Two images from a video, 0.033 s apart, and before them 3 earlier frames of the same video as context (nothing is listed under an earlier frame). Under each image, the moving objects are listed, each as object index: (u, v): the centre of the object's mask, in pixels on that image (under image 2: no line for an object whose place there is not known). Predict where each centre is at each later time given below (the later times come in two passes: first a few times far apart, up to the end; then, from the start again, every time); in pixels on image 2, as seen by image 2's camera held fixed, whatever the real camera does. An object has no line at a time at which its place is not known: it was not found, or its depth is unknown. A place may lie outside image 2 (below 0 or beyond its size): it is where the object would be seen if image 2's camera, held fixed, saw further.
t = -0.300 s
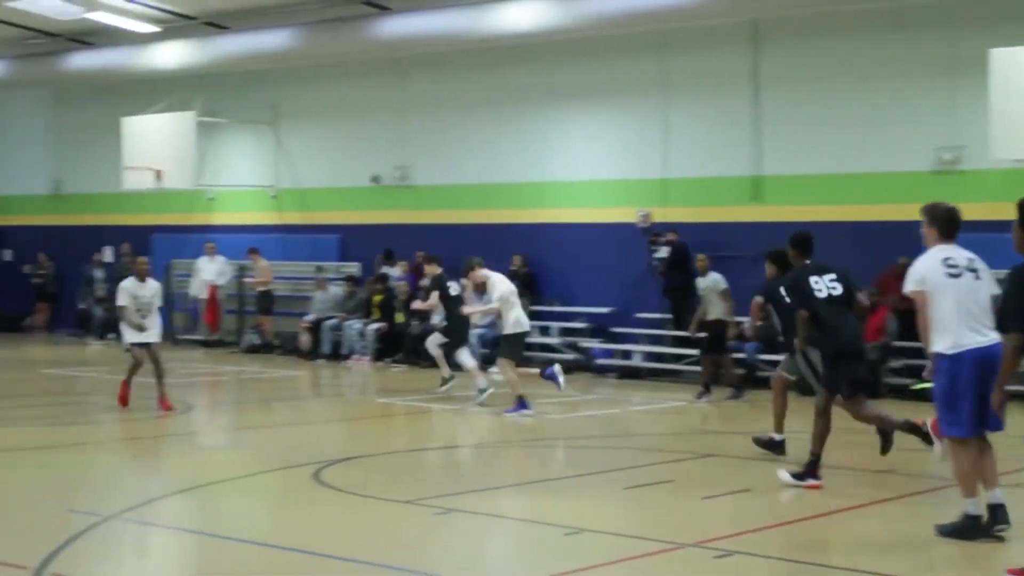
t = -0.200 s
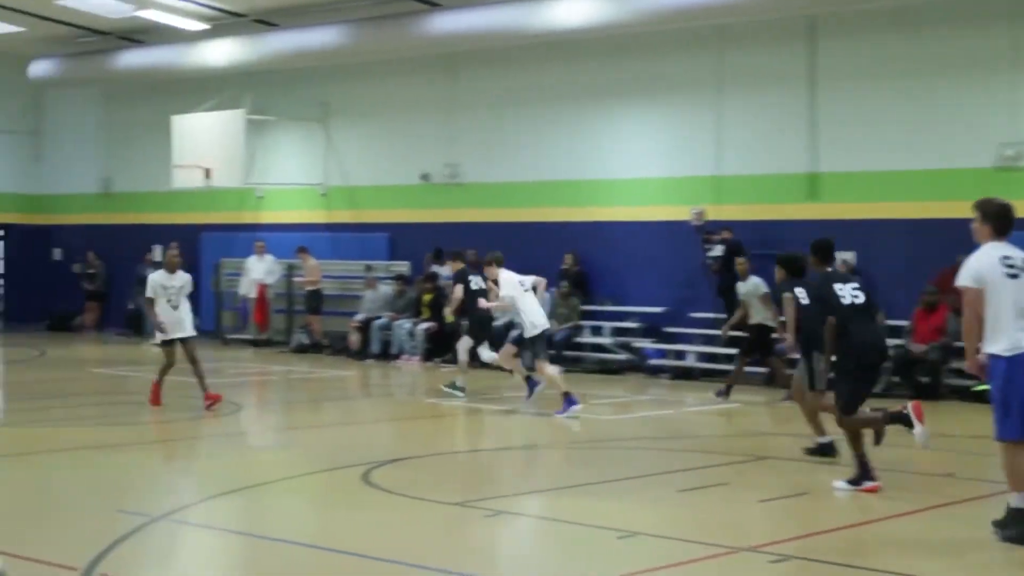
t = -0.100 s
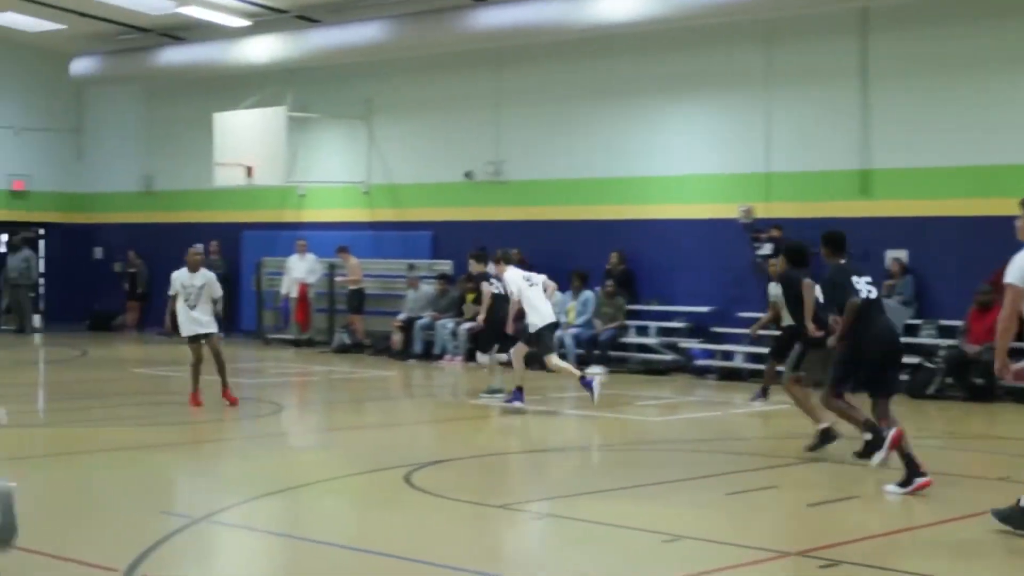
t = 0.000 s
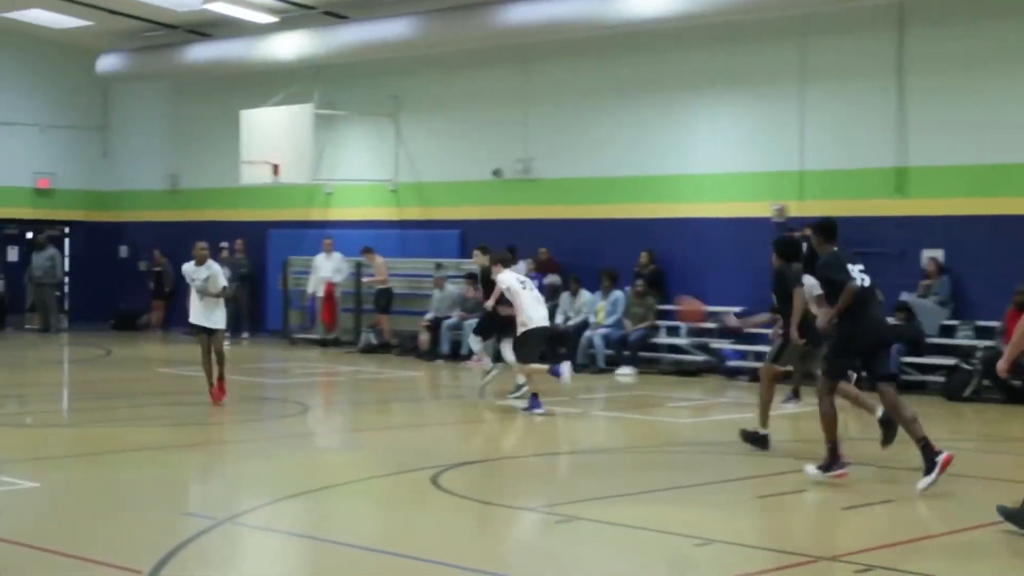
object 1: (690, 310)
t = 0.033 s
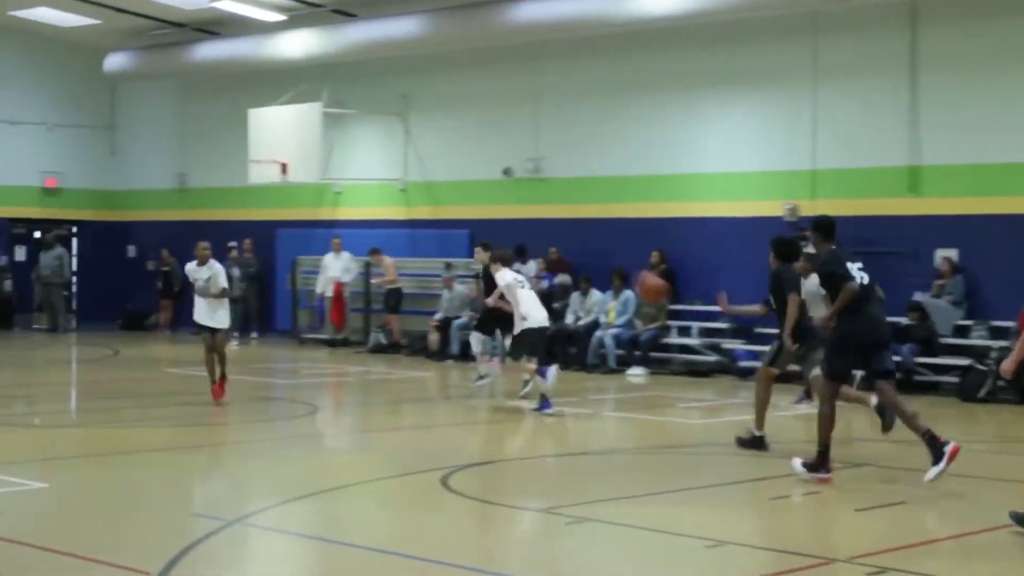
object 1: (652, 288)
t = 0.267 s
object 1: (314, 172)
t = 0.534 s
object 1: (-21, 138)
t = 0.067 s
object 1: (599, 265)
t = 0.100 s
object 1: (551, 247)
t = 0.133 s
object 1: (503, 230)
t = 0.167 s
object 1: (452, 212)
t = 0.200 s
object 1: (405, 196)
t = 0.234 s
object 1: (358, 184)
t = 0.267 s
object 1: (314, 172)
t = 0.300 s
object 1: (268, 162)
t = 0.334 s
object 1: (225, 155)
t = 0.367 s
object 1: (181, 148)
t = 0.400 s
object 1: (140, 143)
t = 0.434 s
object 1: (99, 139)
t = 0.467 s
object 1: (58, 138)
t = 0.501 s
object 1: (18, 136)
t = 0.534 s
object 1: (-21, 138)
